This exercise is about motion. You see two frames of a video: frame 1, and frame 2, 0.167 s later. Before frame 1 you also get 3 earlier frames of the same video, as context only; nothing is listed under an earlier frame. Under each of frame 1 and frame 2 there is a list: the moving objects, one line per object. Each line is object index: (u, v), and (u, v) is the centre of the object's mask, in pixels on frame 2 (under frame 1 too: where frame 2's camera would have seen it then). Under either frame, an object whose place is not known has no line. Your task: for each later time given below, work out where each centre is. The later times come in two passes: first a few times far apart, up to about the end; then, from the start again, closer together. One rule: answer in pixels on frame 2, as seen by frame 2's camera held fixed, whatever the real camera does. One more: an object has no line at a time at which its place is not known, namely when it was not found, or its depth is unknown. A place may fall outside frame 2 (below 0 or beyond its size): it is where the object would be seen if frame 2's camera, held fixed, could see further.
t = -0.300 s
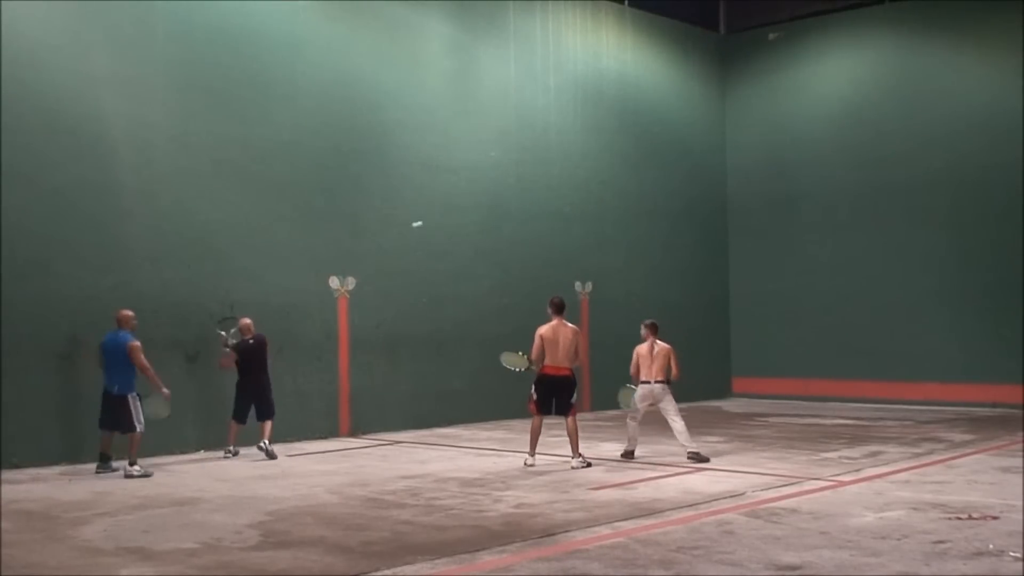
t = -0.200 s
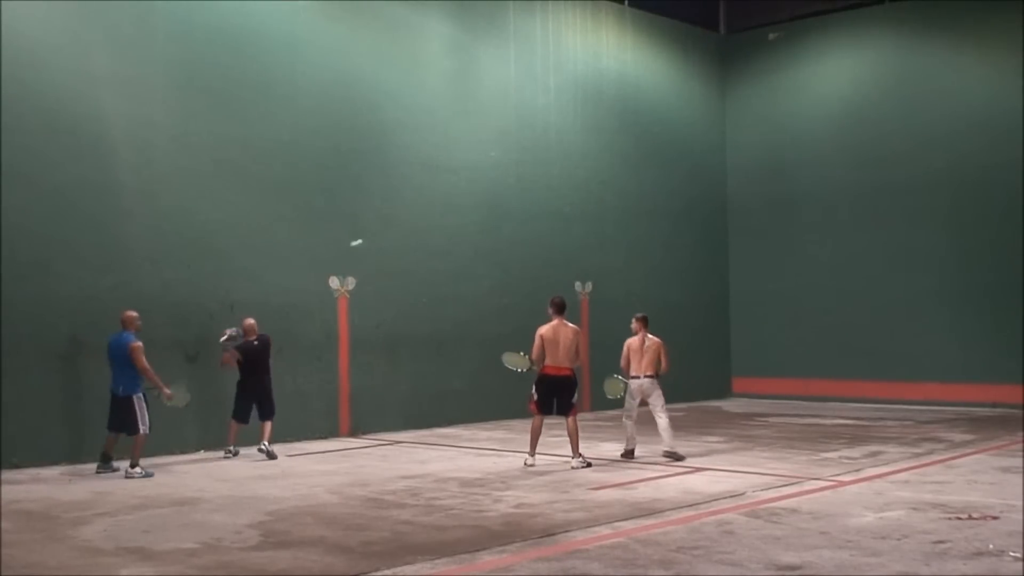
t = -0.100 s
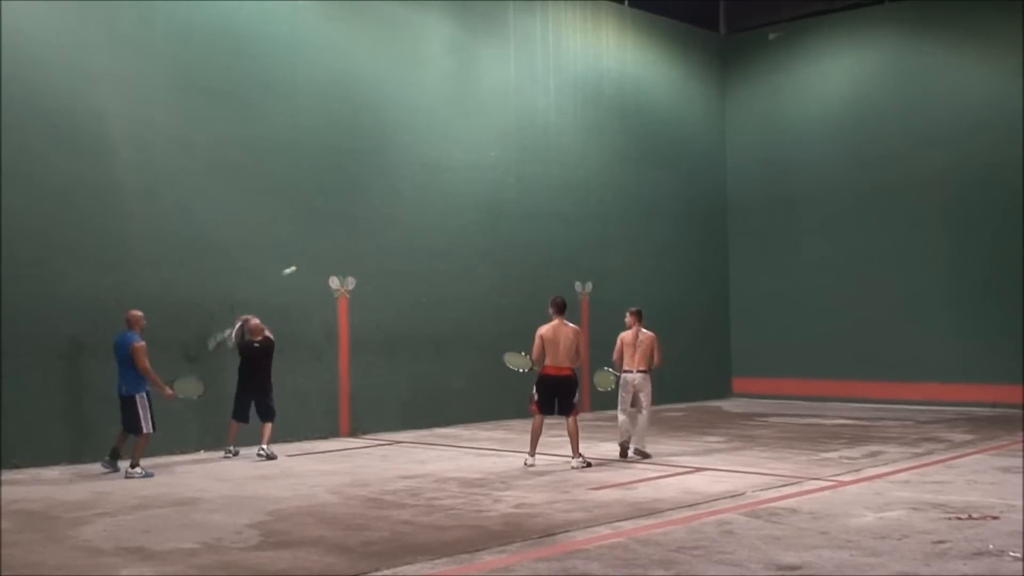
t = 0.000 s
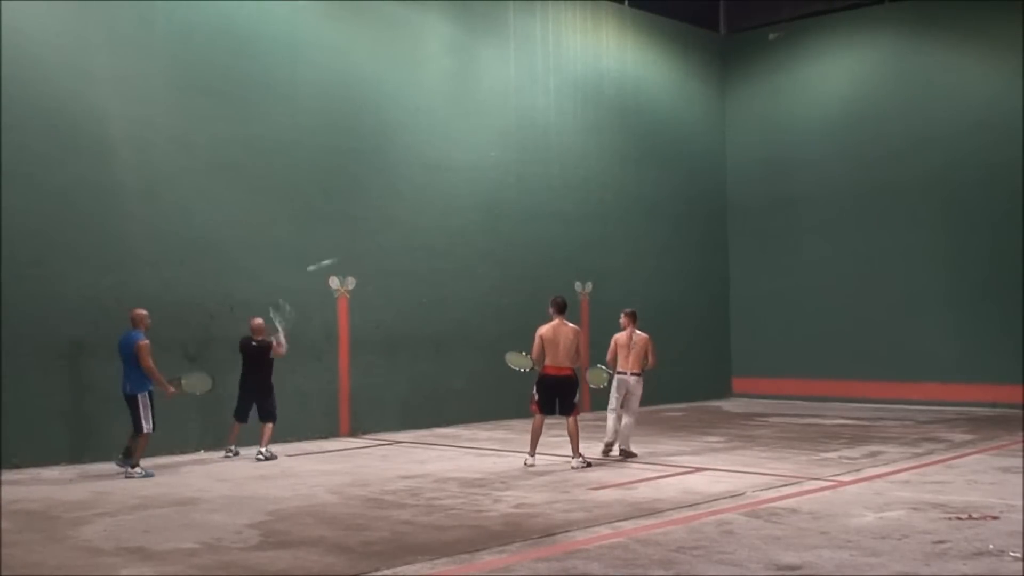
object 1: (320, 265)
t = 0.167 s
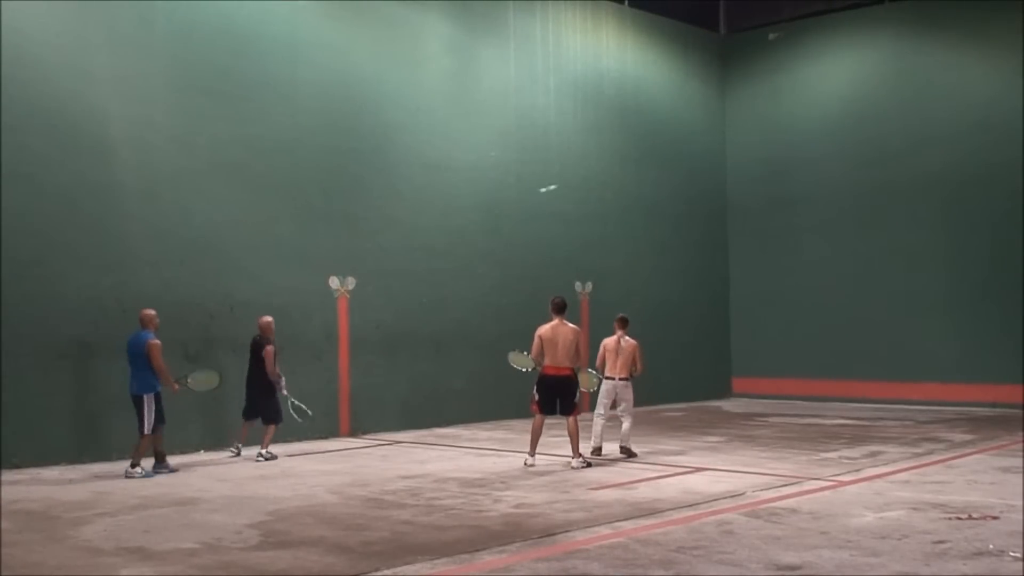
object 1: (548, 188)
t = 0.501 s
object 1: (696, 132)
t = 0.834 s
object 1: (538, 116)
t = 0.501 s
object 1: (696, 132)
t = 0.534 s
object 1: (682, 128)
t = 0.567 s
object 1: (667, 124)
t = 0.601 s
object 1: (652, 122)
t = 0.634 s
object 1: (637, 119)
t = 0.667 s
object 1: (621, 117)
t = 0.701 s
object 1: (605, 116)
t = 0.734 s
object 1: (589, 115)
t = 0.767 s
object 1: (572, 115)
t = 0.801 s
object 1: (555, 116)
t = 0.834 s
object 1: (538, 116)
